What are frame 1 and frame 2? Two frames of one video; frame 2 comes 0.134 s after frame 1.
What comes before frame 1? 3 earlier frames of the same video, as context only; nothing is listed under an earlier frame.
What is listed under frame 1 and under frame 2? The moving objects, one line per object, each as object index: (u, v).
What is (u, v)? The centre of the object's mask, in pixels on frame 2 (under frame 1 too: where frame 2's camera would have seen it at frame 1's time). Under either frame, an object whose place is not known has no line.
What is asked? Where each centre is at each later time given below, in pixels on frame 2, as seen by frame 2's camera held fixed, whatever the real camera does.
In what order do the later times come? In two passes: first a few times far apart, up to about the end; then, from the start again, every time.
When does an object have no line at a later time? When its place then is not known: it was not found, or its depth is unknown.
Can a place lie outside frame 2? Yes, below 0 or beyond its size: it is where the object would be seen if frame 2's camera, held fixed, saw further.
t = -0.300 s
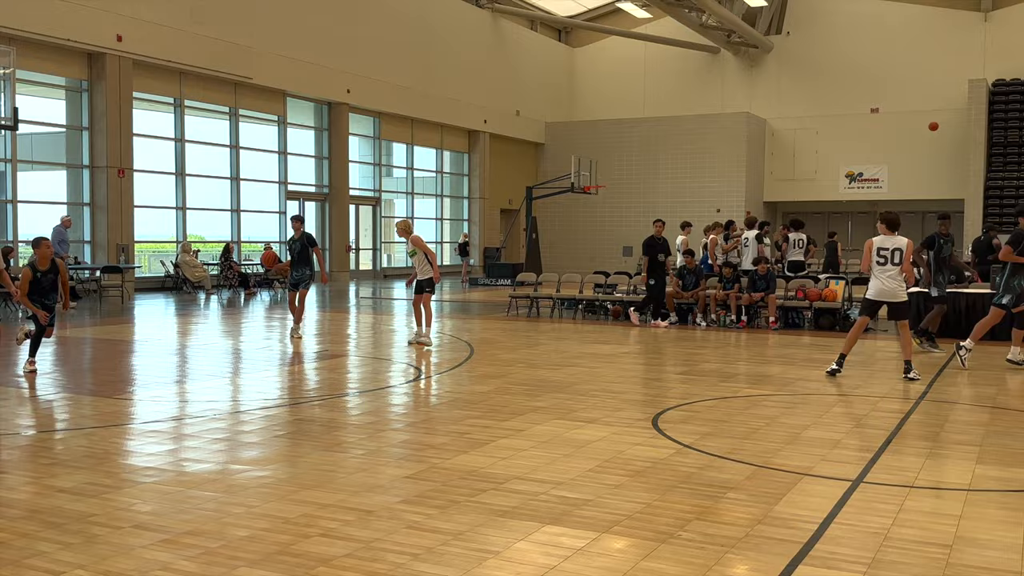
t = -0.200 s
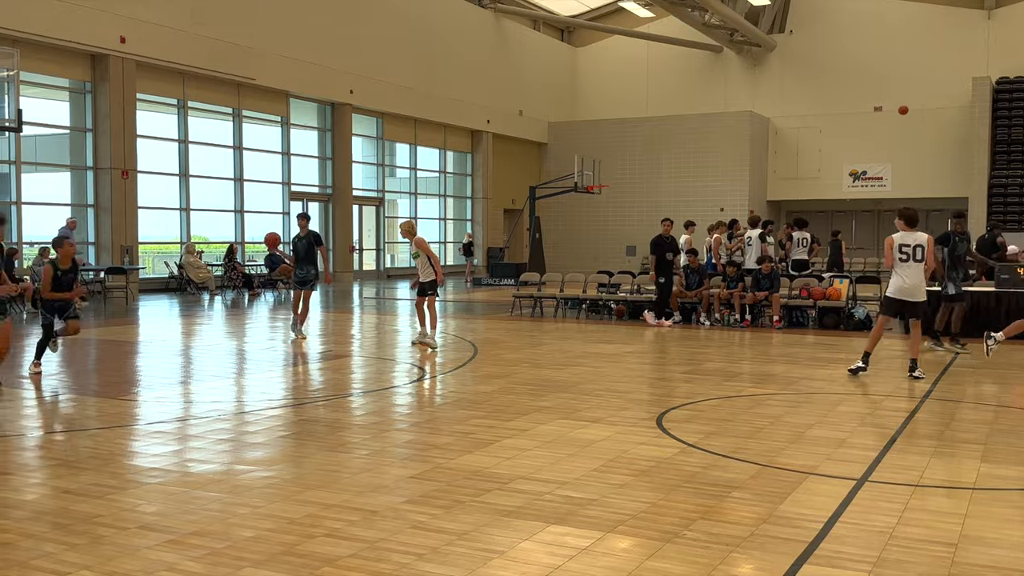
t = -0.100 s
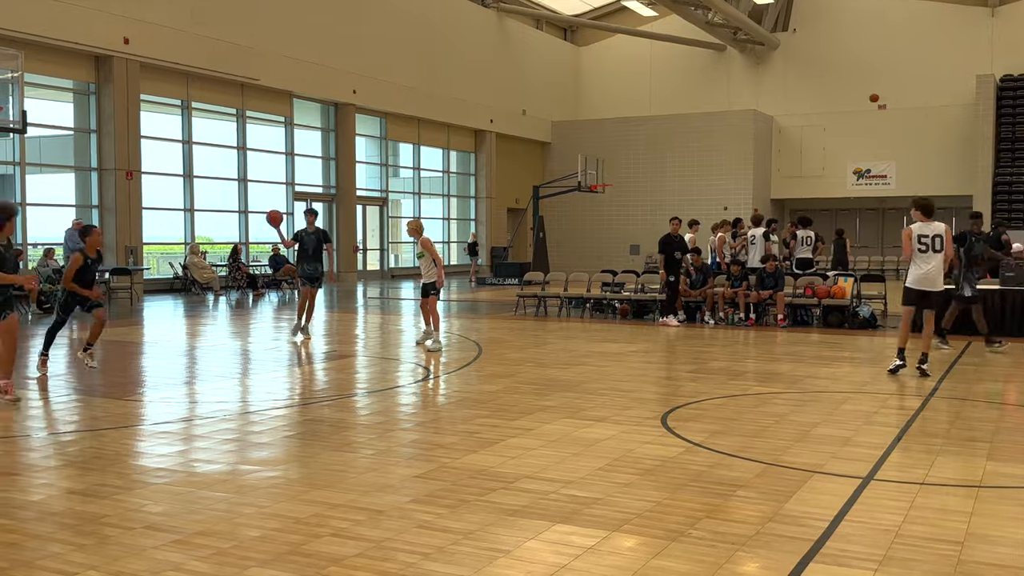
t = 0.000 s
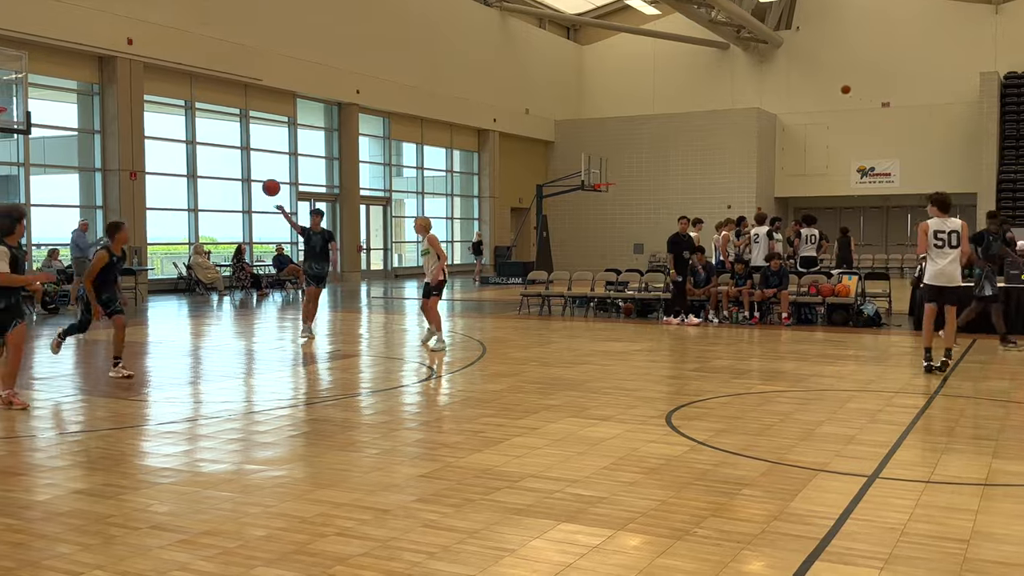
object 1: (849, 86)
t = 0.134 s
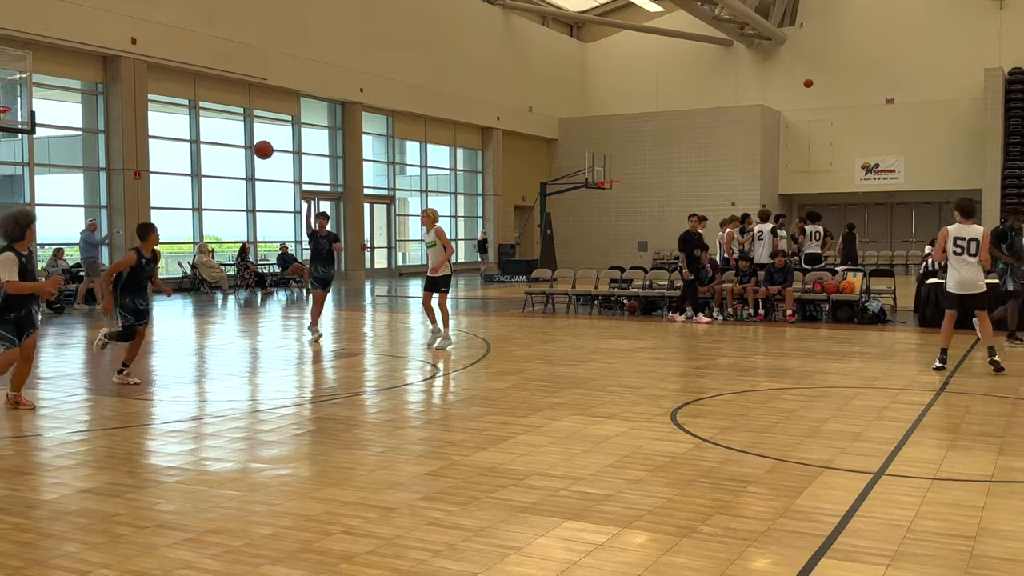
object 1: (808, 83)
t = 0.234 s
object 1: (778, 85)
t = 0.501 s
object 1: (702, 107)
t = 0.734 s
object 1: (640, 143)
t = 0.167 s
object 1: (798, 84)
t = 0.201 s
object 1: (787, 84)
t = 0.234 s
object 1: (778, 85)
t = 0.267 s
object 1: (768, 87)
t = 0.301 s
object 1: (758, 88)
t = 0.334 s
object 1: (749, 91)
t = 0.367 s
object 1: (739, 93)
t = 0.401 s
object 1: (730, 96)
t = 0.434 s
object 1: (720, 99)
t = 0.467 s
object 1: (711, 103)
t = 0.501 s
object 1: (702, 107)
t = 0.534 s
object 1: (693, 111)
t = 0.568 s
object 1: (683, 115)
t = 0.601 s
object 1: (675, 121)
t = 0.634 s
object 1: (666, 126)
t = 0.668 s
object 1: (657, 132)
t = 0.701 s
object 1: (649, 137)
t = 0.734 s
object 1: (640, 143)
